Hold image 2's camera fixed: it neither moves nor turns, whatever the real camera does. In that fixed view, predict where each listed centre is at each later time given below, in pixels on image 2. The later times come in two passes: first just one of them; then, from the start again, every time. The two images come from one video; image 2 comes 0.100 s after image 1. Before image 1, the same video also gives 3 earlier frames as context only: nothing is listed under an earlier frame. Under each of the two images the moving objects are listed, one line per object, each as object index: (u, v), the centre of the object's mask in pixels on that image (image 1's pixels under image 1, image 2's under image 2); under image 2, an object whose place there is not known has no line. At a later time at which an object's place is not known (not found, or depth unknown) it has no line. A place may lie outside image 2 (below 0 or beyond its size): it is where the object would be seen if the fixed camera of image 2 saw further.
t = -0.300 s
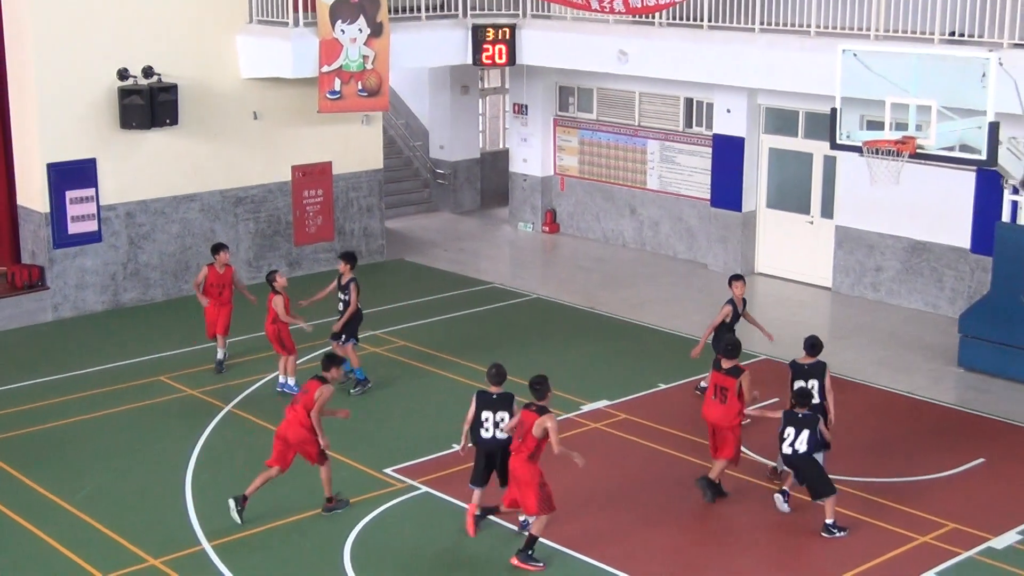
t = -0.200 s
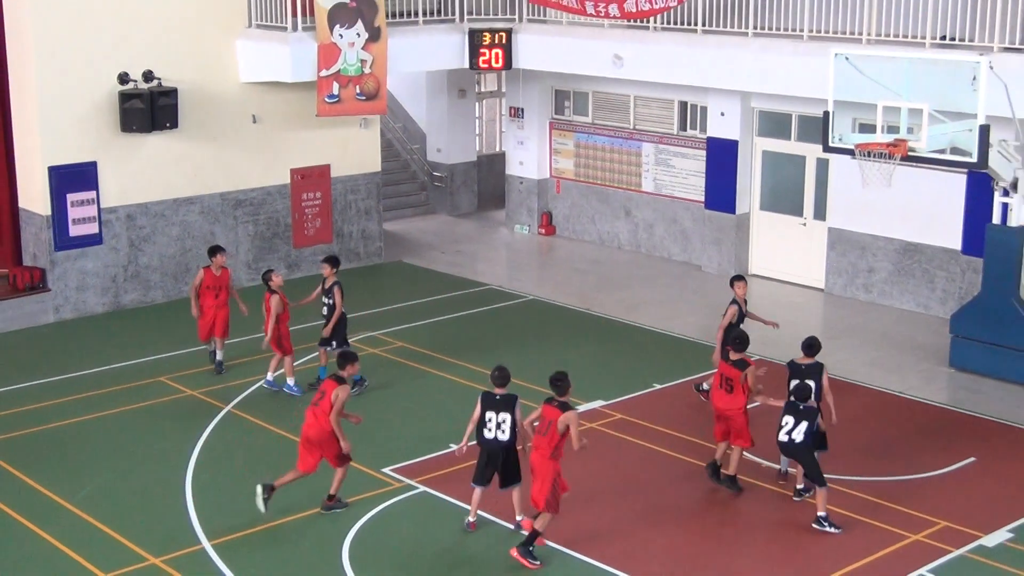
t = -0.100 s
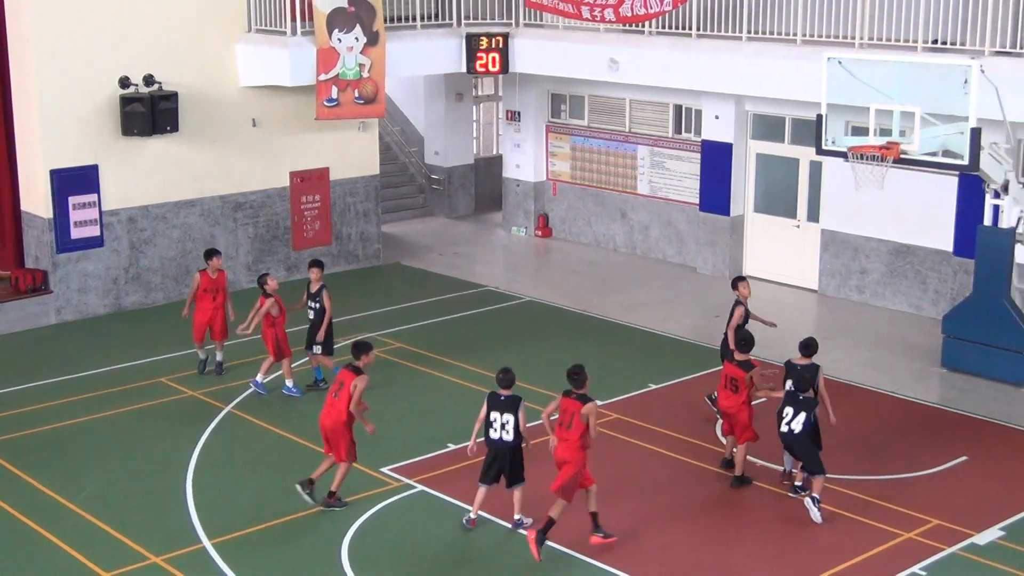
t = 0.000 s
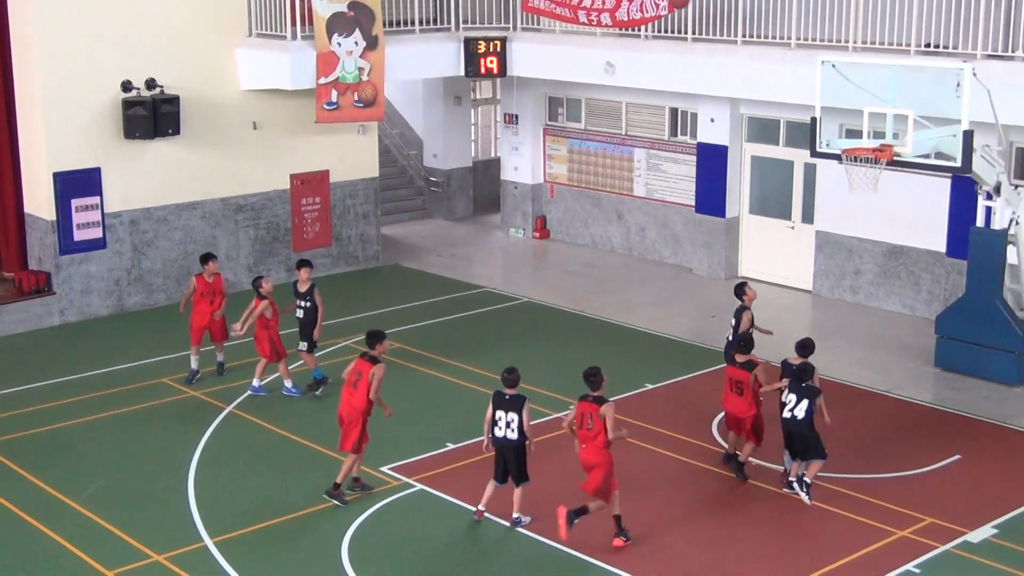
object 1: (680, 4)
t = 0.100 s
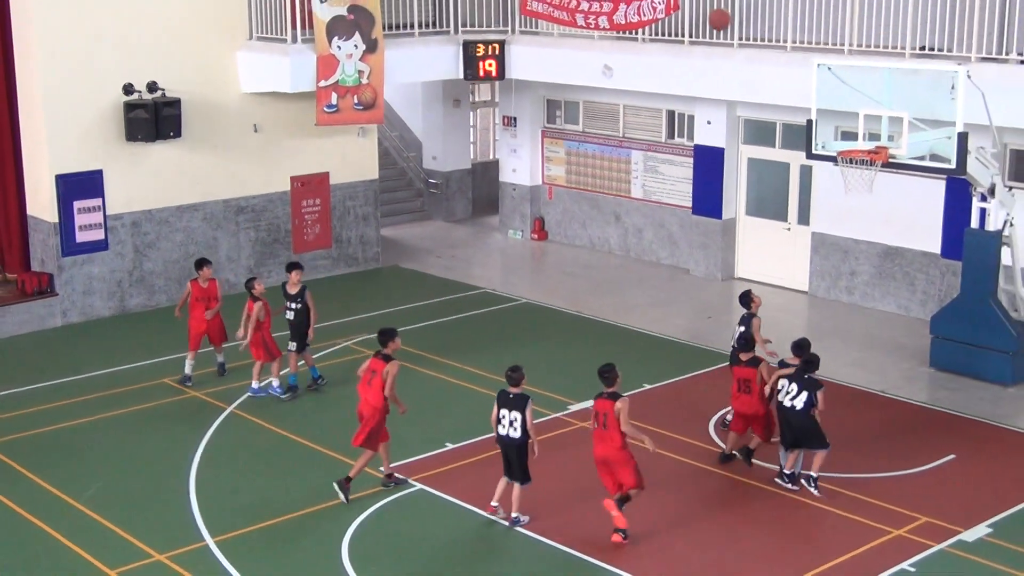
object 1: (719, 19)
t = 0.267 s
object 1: (791, 70)
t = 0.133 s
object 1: (734, 28)
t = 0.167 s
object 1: (748, 37)
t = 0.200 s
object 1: (762, 47)
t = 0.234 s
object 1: (777, 58)
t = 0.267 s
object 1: (791, 70)
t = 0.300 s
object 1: (805, 84)
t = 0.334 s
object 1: (820, 98)
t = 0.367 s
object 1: (834, 113)
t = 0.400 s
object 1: (848, 130)
